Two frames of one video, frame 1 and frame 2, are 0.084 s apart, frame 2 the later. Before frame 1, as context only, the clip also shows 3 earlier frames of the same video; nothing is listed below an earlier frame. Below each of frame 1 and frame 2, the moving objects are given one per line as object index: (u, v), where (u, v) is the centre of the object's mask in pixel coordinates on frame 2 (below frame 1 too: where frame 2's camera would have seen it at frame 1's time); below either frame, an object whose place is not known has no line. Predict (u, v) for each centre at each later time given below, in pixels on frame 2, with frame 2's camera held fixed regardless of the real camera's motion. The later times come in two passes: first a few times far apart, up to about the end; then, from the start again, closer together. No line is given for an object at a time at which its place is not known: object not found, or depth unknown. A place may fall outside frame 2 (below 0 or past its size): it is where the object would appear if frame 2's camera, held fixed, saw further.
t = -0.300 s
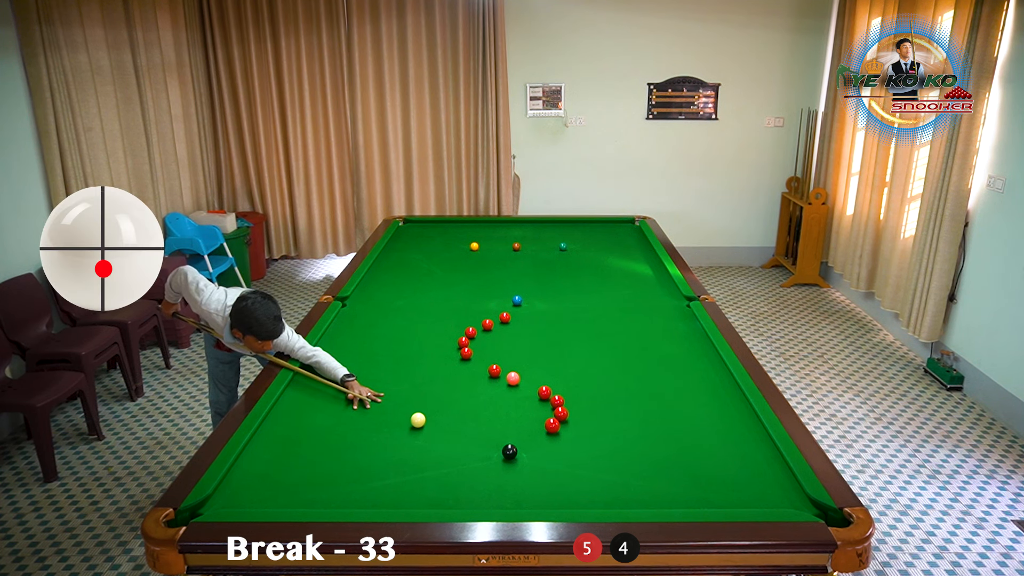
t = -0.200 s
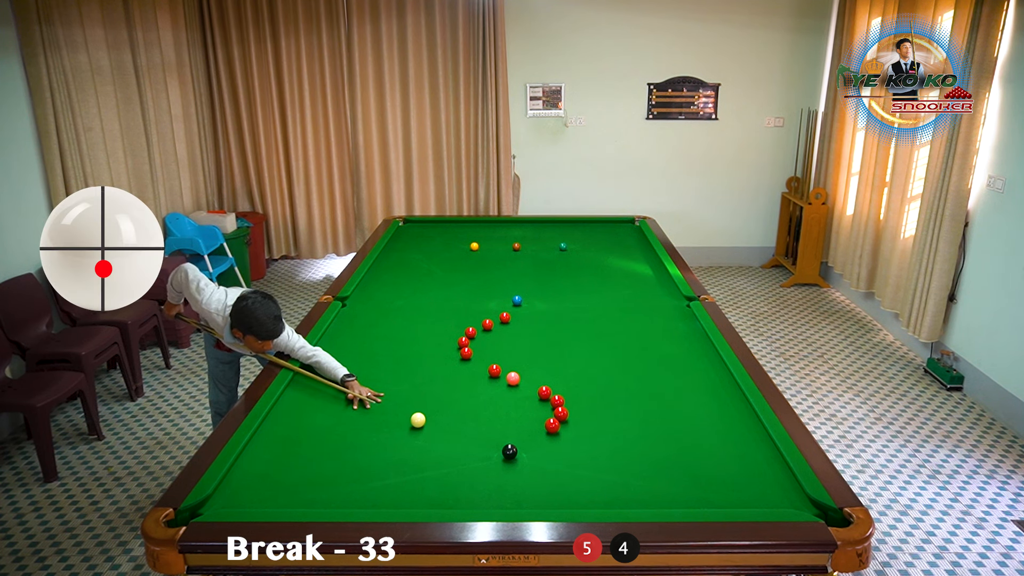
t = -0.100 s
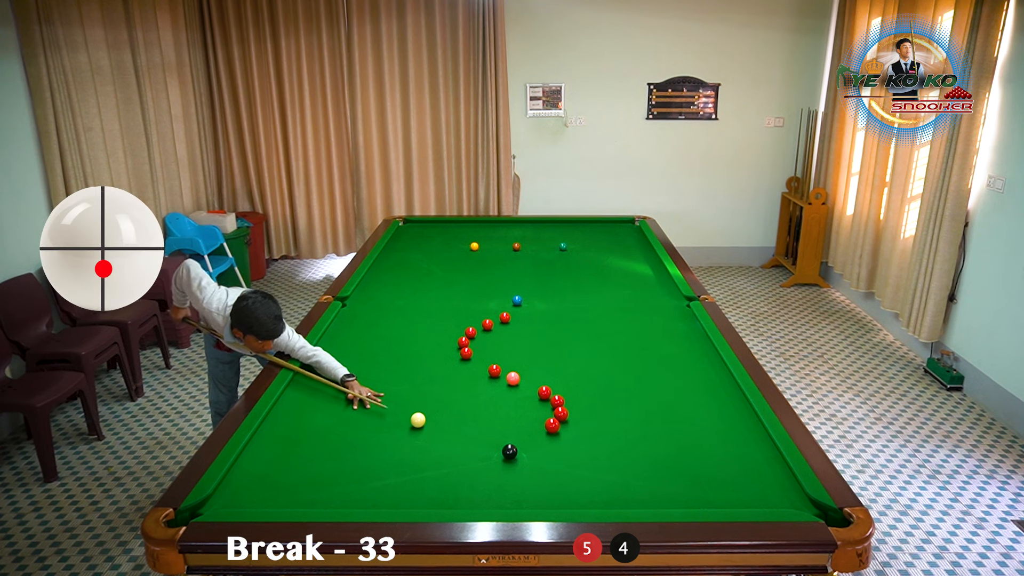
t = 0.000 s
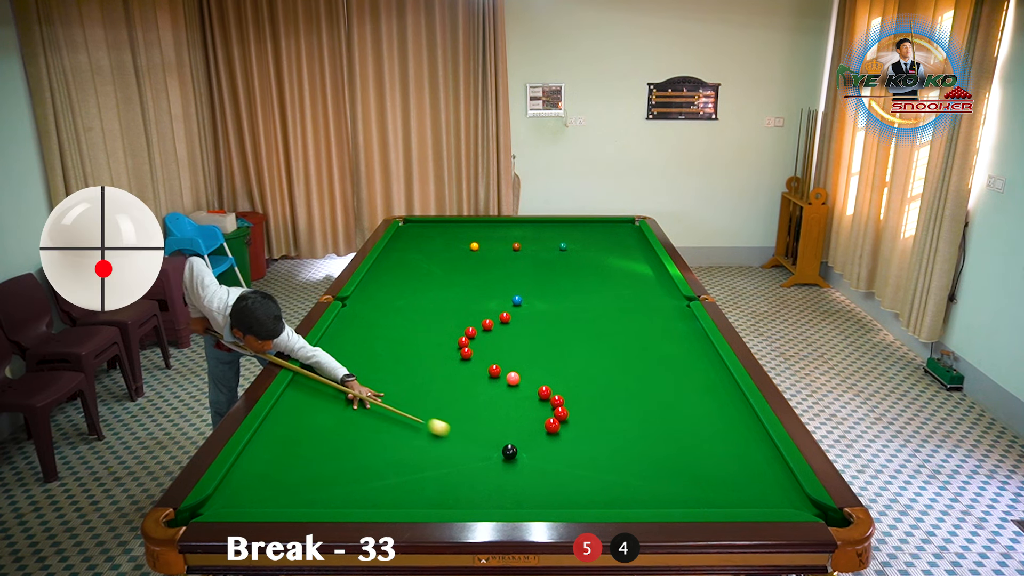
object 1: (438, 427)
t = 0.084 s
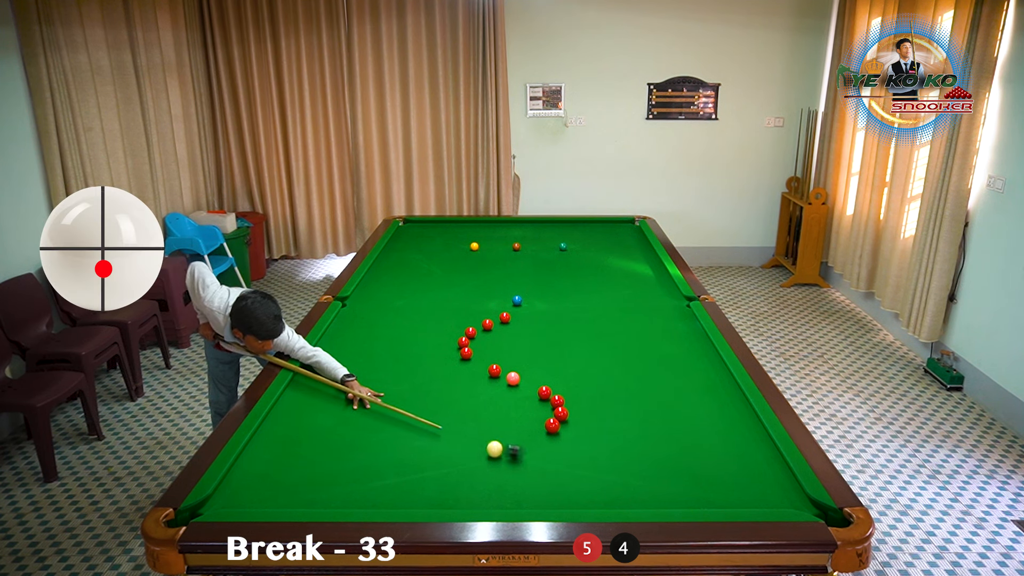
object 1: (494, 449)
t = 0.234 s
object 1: (492, 465)
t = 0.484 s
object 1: (490, 493)
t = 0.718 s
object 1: (485, 500)
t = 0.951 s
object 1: (478, 482)
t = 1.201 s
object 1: (471, 466)
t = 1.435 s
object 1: (466, 453)
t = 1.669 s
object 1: (461, 442)
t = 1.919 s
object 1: (456, 431)
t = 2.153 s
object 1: (453, 422)
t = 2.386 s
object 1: (450, 415)
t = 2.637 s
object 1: (448, 408)
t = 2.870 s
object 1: (445, 400)
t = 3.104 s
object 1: (442, 393)
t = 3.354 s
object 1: (440, 388)
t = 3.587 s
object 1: (439, 387)
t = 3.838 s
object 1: (439, 387)
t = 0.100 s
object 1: (494, 451)
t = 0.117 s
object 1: (493, 453)
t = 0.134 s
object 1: (493, 455)
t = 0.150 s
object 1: (492, 457)
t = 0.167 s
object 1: (492, 458)
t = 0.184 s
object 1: (492, 460)
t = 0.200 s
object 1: (492, 462)
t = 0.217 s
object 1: (492, 464)
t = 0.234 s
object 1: (492, 465)
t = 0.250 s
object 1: (492, 467)
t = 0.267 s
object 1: (492, 469)
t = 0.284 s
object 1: (491, 471)
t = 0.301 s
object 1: (491, 472)
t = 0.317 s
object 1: (491, 474)
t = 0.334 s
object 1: (491, 476)
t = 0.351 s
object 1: (491, 478)
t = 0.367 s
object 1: (491, 480)
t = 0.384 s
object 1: (491, 482)
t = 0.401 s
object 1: (491, 483)
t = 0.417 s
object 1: (490, 485)
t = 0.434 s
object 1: (490, 487)
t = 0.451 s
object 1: (490, 489)
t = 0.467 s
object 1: (490, 491)
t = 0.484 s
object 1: (490, 493)
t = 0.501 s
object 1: (490, 495)
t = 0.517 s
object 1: (490, 497)
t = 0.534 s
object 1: (490, 499)
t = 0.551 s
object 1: (490, 500)
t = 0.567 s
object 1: (490, 502)
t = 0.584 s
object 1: (489, 503)
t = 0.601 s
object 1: (489, 504)
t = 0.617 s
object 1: (489, 505)
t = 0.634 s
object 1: (489, 504)
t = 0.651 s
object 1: (488, 503)
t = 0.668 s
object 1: (487, 503)
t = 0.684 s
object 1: (487, 502)
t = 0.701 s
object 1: (486, 501)
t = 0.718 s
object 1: (485, 500)
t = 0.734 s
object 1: (485, 498)
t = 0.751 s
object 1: (484, 497)
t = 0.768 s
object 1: (484, 496)
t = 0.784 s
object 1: (483, 495)
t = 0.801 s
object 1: (483, 493)
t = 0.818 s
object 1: (482, 492)
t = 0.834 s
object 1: (481, 491)
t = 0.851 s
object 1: (481, 490)
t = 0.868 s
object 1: (480, 488)
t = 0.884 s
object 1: (480, 487)
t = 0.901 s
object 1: (480, 486)
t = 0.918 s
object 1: (479, 485)
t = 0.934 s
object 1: (478, 484)
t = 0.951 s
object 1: (478, 482)
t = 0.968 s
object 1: (478, 481)
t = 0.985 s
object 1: (477, 480)
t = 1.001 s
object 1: (476, 479)
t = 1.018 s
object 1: (476, 478)
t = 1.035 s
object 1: (476, 477)
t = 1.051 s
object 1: (475, 476)
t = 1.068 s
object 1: (475, 475)
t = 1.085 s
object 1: (474, 474)
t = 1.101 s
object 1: (474, 473)
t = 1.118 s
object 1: (473, 471)
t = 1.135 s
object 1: (473, 470)
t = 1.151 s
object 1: (473, 469)
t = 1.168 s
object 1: (472, 468)
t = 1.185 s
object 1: (472, 467)
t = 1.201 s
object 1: (471, 466)
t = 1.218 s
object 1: (471, 465)
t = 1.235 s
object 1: (470, 464)
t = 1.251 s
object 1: (470, 463)
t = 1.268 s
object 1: (470, 462)
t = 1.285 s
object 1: (469, 462)
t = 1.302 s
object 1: (469, 461)
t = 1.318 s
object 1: (468, 460)
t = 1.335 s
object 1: (468, 459)
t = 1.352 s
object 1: (468, 458)
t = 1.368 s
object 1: (467, 457)
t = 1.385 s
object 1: (467, 456)
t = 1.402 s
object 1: (467, 455)
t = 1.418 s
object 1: (466, 454)
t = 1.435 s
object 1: (466, 453)
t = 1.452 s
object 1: (465, 452)
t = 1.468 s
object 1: (465, 452)
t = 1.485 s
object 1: (465, 451)
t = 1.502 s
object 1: (464, 450)
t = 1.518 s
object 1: (464, 449)
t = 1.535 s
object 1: (464, 448)
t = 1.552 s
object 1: (463, 447)
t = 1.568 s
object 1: (463, 447)
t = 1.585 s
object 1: (463, 446)
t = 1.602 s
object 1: (462, 445)
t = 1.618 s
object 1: (462, 444)
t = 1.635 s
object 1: (462, 443)
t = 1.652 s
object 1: (461, 443)
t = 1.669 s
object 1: (461, 442)
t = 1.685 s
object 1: (461, 441)
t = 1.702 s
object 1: (460, 440)
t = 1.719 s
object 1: (460, 440)
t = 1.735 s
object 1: (460, 439)
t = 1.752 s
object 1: (459, 438)
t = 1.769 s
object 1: (459, 438)
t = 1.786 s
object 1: (459, 437)
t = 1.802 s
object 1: (459, 436)
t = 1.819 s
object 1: (458, 435)
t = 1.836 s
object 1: (458, 435)
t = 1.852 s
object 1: (458, 434)
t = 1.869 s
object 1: (457, 433)
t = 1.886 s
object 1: (457, 433)
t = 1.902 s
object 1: (457, 432)
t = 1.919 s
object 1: (456, 431)
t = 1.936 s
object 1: (456, 431)
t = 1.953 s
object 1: (456, 430)
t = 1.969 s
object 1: (456, 429)
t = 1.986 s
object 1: (455, 429)
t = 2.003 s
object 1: (455, 428)
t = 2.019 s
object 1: (455, 427)
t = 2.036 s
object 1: (455, 427)
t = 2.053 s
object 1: (454, 426)
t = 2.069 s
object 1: (454, 426)
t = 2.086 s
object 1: (454, 425)
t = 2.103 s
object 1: (454, 424)
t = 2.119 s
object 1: (453, 424)
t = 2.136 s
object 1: (453, 423)
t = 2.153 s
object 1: (453, 422)
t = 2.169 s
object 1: (453, 422)
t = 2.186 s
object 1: (453, 421)
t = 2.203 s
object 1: (452, 421)
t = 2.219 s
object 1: (452, 420)
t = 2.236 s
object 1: (452, 420)
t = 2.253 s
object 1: (452, 419)
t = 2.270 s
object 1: (452, 419)
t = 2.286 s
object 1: (451, 418)
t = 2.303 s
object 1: (451, 418)
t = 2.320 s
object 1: (451, 417)
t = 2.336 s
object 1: (451, 417)
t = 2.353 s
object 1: (451, 416)
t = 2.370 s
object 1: (450, 415)
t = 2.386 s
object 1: (450, 415)
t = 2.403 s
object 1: (450, 415)
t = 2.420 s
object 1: (450, 414)
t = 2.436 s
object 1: (450, 414)
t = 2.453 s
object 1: (449, 413)
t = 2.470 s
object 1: (449, 413)
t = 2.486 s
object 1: (449, 412)
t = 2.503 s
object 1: (449, 412)
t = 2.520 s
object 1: (449, 411)
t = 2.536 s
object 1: (448, 411)
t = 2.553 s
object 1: (448, 410)
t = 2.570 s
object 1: (448, 410)
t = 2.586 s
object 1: (448, 409)
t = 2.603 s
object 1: (448, 409)
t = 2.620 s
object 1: (448, 409)
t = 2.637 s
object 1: (448, 408)
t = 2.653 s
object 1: (447, 408)
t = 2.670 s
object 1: (447, 407)
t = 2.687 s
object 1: (447, 407)
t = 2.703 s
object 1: (447, 406)
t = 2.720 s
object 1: (447, 406)
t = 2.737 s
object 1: (447, 406)
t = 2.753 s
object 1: (446, 405)
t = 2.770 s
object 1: (446, 404)
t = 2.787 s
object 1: (446, 403)
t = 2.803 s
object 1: (446, 403)
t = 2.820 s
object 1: (445, 402)
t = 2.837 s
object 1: (445, 401)
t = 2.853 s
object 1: (445, 401)
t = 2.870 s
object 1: (445, 400)
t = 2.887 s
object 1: (445, 399)
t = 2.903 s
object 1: (444, 399)
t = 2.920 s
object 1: (444, 398)
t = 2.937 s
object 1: (444, 398)
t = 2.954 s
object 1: (444, 397)
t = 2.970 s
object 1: (444, 397)
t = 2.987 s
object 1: (443, 396)
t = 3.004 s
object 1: (443, 395)
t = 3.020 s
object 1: (443, 395)
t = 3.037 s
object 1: (443, 394)
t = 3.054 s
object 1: (443, 394)
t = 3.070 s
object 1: (443, 394)
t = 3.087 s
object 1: (442, 393)
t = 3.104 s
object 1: (442, 393)
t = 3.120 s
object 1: (442, 392)
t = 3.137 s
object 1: (442, 392)
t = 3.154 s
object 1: (442, 392)
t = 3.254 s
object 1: (441, 390)
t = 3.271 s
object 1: (441, 389)
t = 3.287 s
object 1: (441, 389)
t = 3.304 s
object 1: (440, 389)
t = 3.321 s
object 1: (440, 389)
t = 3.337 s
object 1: (440, 389)
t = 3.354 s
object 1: (440, 388)
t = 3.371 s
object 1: (440, 388)
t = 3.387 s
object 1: (440, 388)
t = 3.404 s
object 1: (440, 388)
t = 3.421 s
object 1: (440, 388)
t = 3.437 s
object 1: (440, 388)
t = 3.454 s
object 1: (440, 387)
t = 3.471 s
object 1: (439, 387)
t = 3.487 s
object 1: (439, 387)
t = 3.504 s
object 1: (439, 387)
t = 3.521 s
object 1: (439, 387)
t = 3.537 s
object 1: (439, 387)
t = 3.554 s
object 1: (439, 387)
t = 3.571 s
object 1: (439, 387)
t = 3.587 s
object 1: (439, 387)
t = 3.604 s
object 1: (439, 387)
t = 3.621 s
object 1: (439, 387)
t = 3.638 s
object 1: (439, 387)
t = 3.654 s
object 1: (439, 387)
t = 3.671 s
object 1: (439, 387)
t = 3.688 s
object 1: (439, 387)
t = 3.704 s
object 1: (439, 387)
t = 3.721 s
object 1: (439, 387)
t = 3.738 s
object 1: (439, 387)
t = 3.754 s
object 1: (439, 387)
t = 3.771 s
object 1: (439, 387)
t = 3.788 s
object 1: (439, 387)
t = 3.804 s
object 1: (439, 387)
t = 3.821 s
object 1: (439, 387)
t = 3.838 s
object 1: (439, 387)
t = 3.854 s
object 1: (439, 387)
